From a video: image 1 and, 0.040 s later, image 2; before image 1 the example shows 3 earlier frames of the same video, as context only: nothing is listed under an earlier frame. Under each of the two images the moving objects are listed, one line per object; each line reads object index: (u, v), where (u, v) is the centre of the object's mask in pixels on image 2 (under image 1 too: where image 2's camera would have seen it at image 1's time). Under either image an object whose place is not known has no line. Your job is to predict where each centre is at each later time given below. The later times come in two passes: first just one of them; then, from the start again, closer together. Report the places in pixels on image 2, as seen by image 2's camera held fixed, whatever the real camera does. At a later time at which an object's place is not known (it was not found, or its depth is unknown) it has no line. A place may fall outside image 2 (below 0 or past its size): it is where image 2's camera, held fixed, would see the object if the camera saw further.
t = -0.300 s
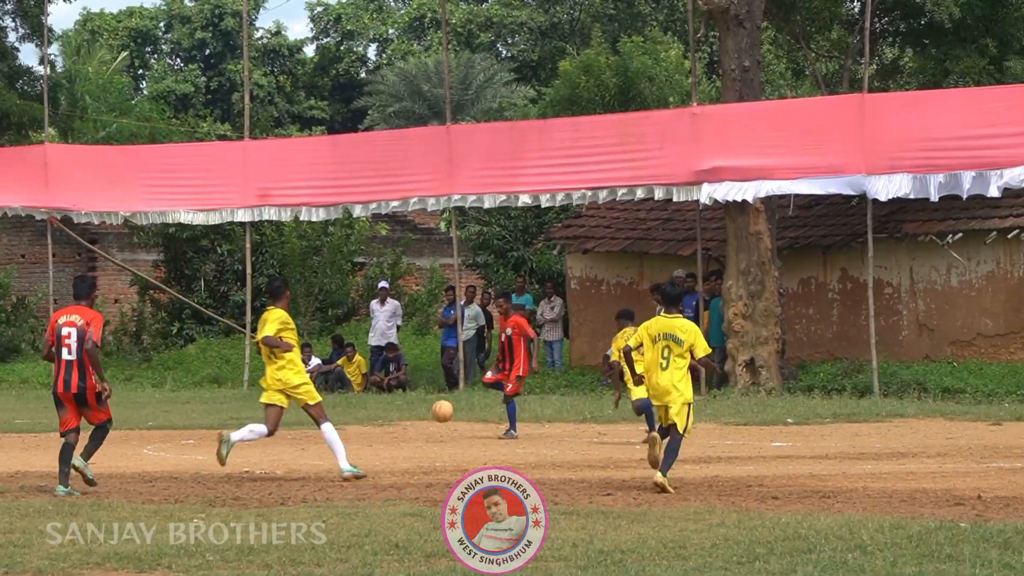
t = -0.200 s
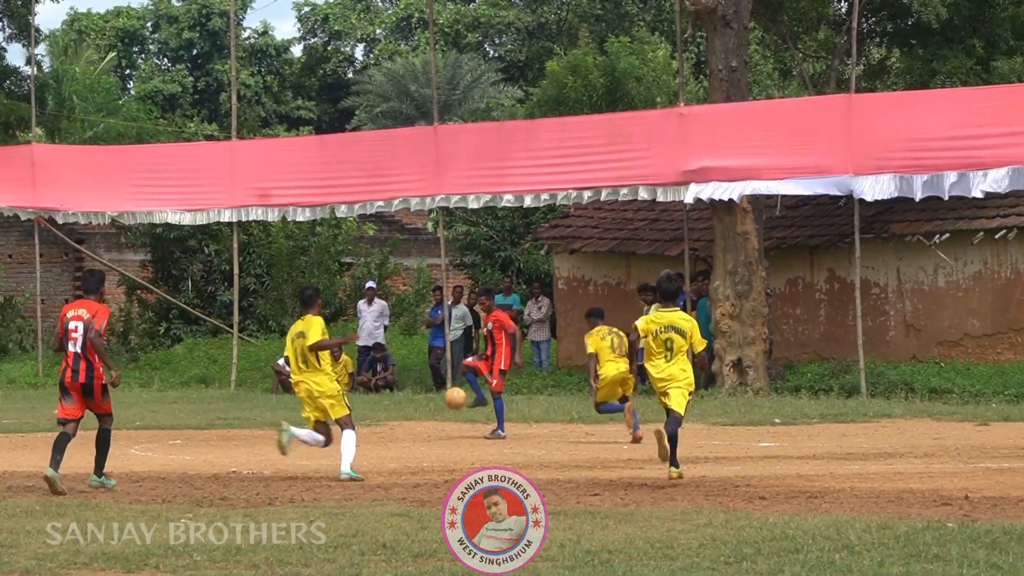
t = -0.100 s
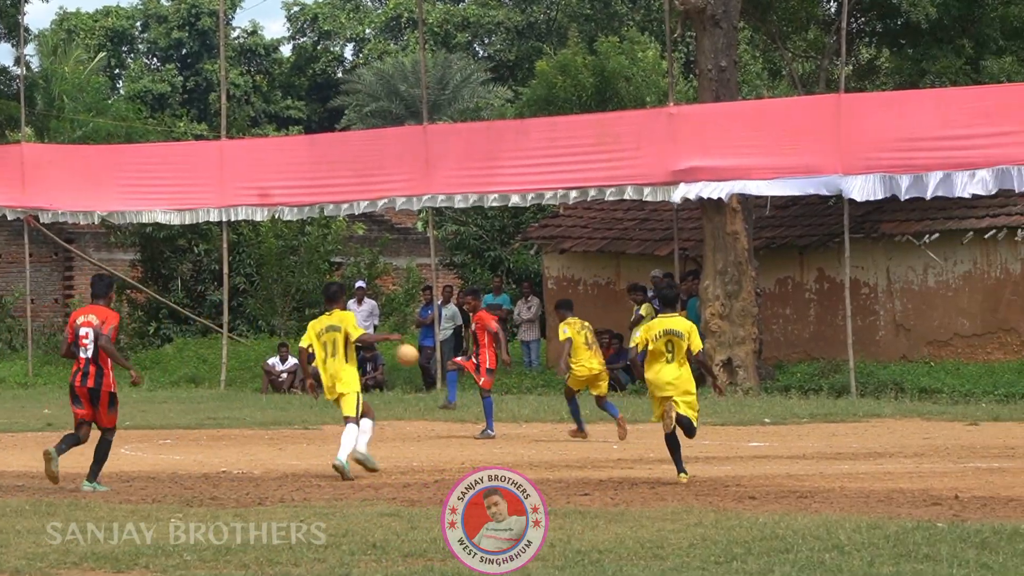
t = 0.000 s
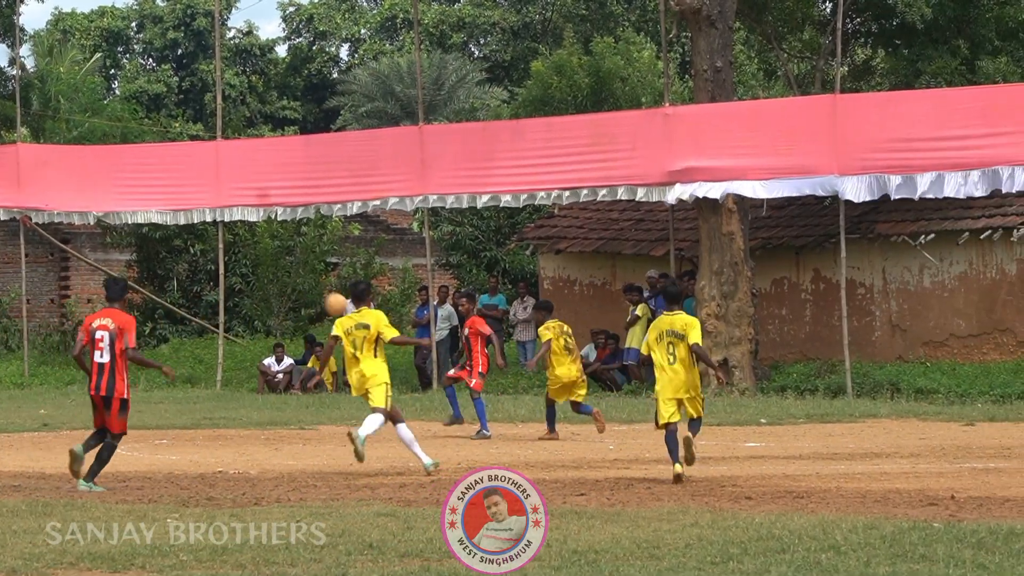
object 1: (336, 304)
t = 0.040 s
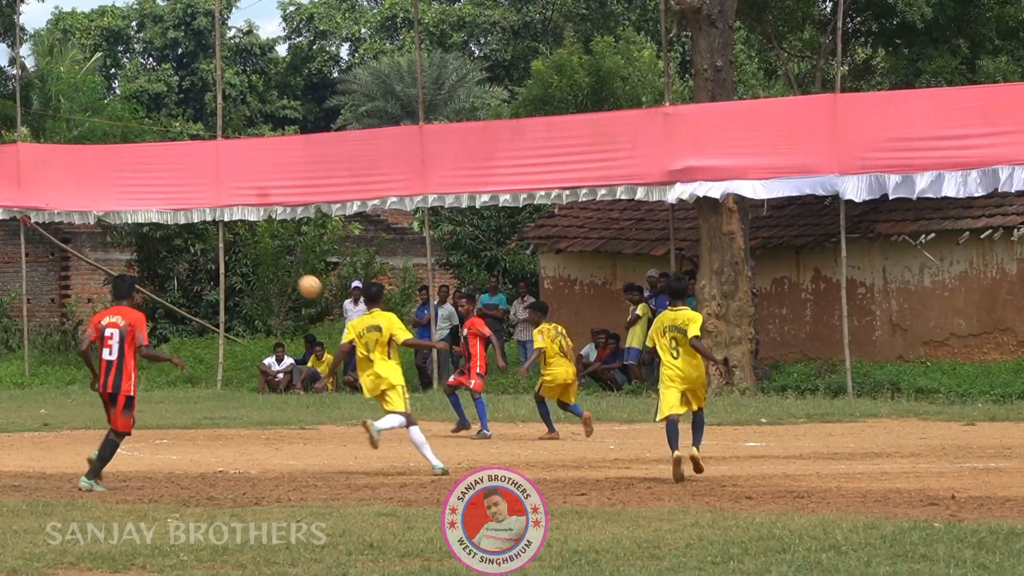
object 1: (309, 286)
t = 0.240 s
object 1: (172, 219)
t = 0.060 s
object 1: (296, 278)
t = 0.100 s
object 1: (269, 263)
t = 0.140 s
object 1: (241, 248)
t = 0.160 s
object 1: (228, 242)
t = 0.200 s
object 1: (200, 231)
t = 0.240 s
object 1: (172, 219)
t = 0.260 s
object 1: (158, 215)
